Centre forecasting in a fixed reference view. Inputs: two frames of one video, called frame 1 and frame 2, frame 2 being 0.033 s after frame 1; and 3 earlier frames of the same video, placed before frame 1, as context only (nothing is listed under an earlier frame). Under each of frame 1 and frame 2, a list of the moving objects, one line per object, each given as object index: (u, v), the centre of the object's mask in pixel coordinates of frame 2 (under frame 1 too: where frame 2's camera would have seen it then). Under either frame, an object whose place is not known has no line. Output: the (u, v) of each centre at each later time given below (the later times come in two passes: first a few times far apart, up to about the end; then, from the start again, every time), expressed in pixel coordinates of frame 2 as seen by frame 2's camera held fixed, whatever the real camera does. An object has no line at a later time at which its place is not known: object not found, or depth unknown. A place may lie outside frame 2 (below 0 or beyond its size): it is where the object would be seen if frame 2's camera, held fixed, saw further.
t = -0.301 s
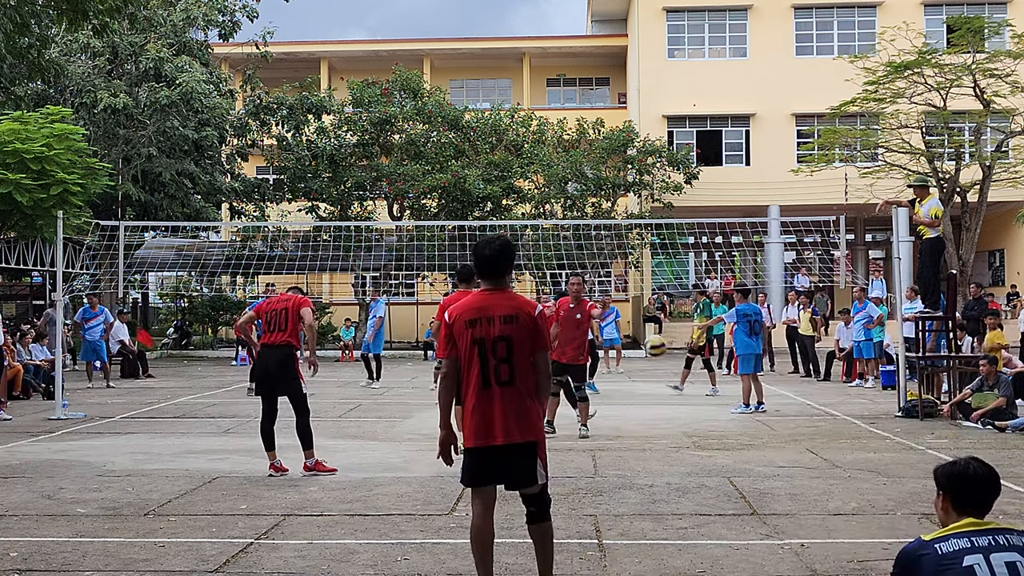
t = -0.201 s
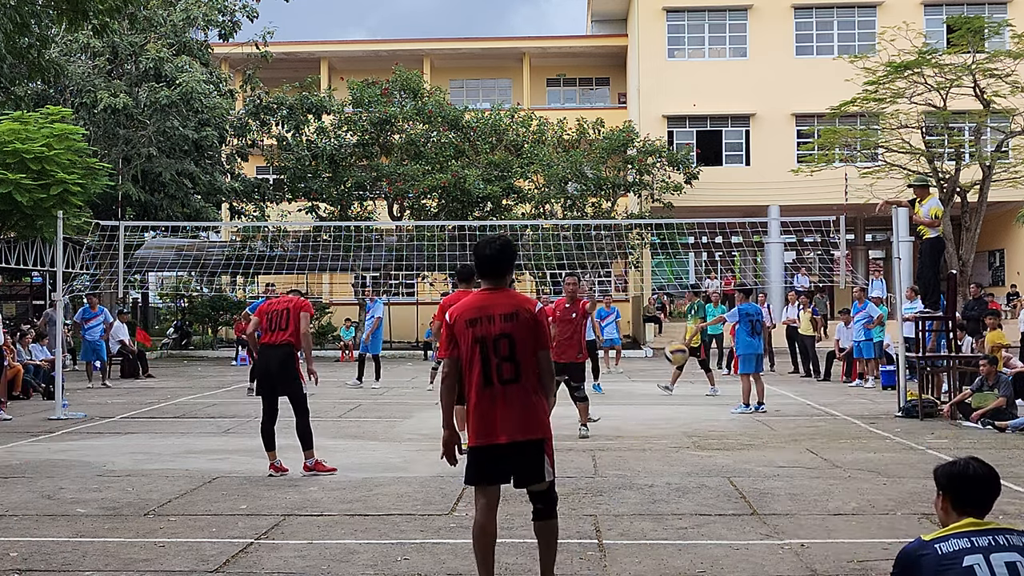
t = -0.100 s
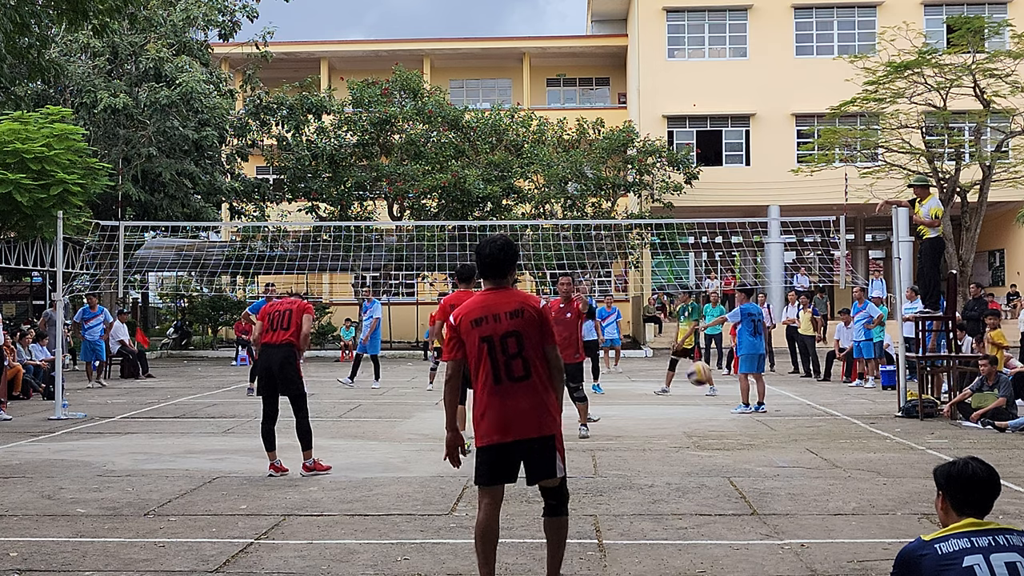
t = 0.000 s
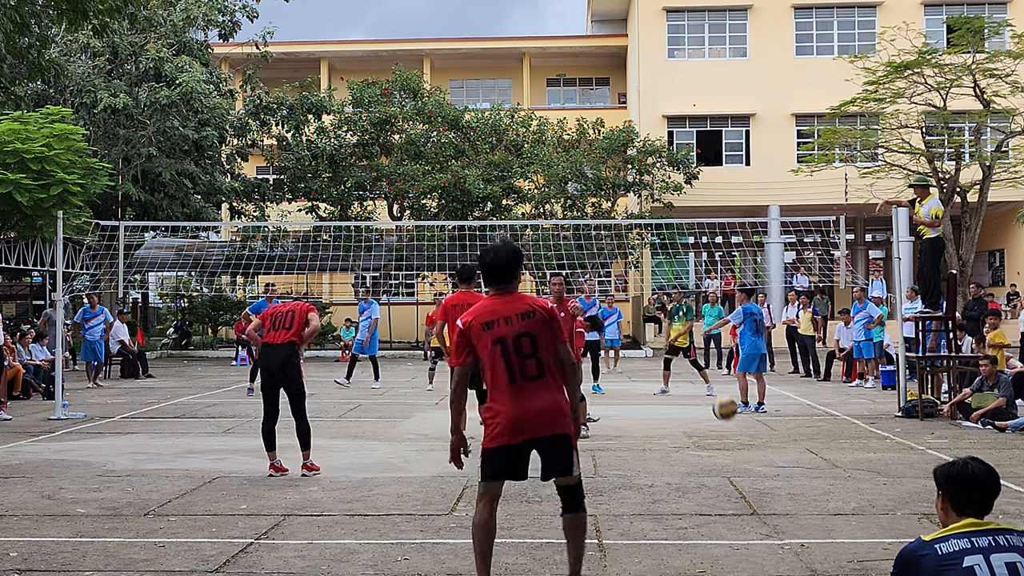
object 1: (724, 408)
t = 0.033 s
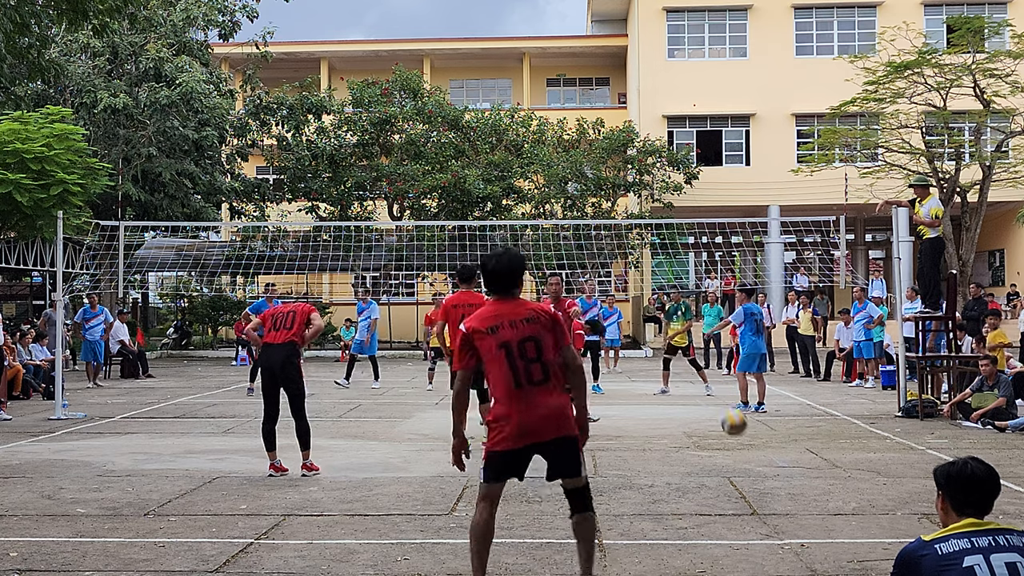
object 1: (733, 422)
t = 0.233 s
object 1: (786, 434)
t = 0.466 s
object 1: (846, 396)
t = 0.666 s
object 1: (906, 427)
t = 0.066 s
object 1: (744, 439)
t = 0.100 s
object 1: (753, 457)
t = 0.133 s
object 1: (763, 471)
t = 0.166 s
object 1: (771, 457)
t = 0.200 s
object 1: (779, 444)
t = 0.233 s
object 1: (786, 434)
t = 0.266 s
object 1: (794, 424)
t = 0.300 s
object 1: (802, 416)
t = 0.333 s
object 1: (811, 409)
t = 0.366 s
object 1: (820, 404)
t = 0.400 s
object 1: (828, 399)
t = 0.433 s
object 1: (837, 396)
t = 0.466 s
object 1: (846, 396)
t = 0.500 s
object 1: (855, 396)
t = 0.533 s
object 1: (866, 399)
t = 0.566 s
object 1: (875, 404)
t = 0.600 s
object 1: (885, 409)
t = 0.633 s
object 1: (896, 419)
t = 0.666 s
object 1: (906, 427)
